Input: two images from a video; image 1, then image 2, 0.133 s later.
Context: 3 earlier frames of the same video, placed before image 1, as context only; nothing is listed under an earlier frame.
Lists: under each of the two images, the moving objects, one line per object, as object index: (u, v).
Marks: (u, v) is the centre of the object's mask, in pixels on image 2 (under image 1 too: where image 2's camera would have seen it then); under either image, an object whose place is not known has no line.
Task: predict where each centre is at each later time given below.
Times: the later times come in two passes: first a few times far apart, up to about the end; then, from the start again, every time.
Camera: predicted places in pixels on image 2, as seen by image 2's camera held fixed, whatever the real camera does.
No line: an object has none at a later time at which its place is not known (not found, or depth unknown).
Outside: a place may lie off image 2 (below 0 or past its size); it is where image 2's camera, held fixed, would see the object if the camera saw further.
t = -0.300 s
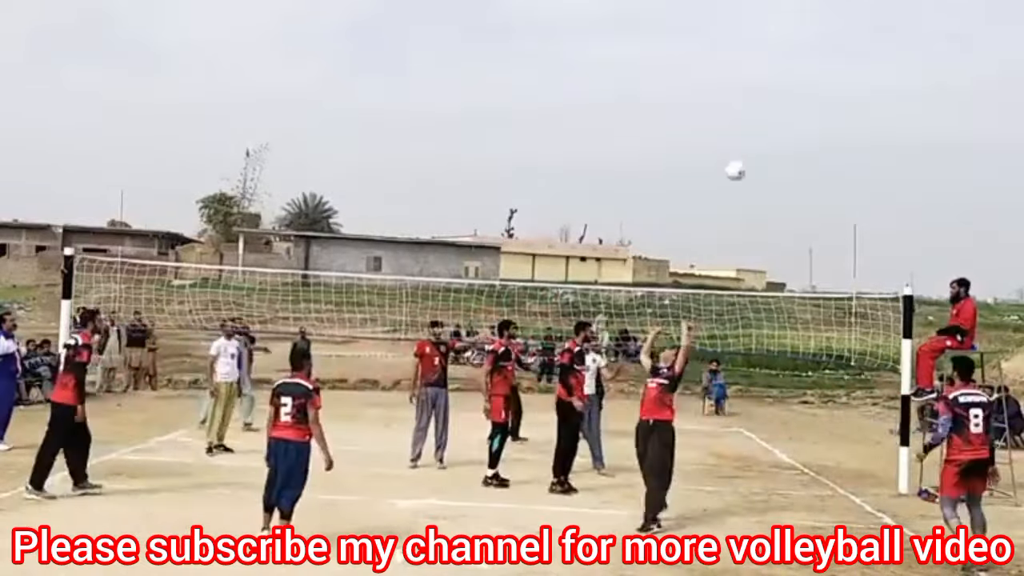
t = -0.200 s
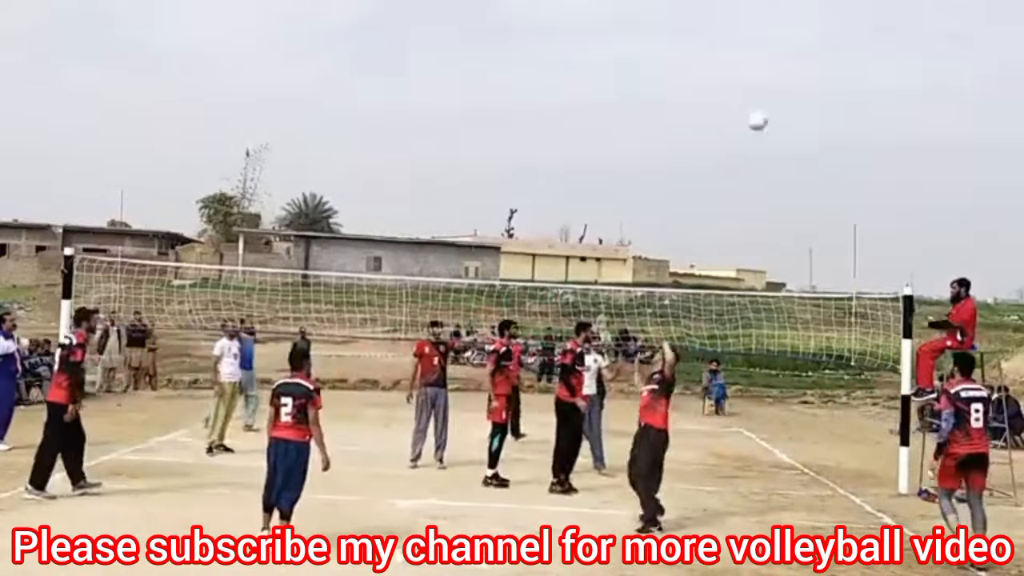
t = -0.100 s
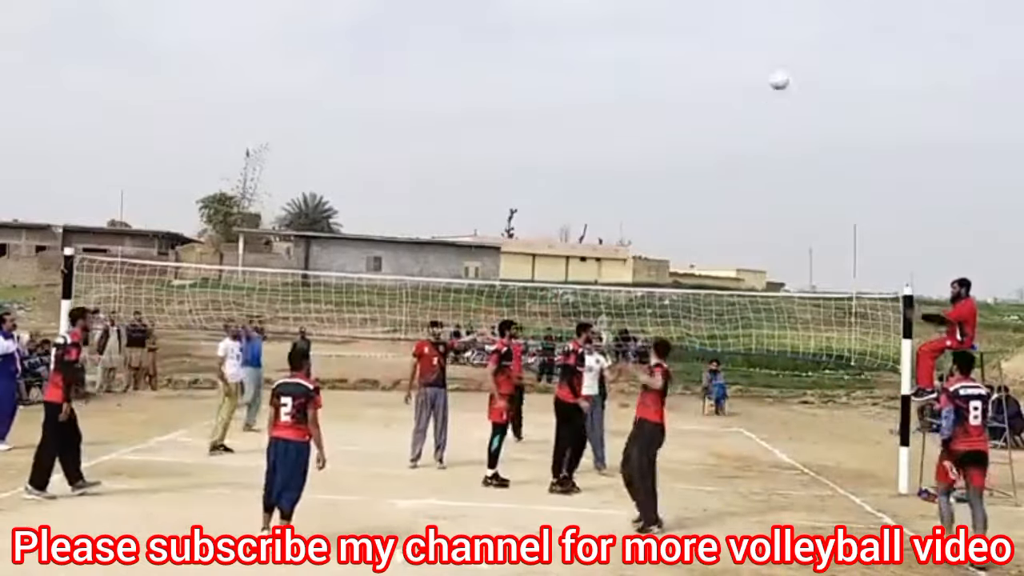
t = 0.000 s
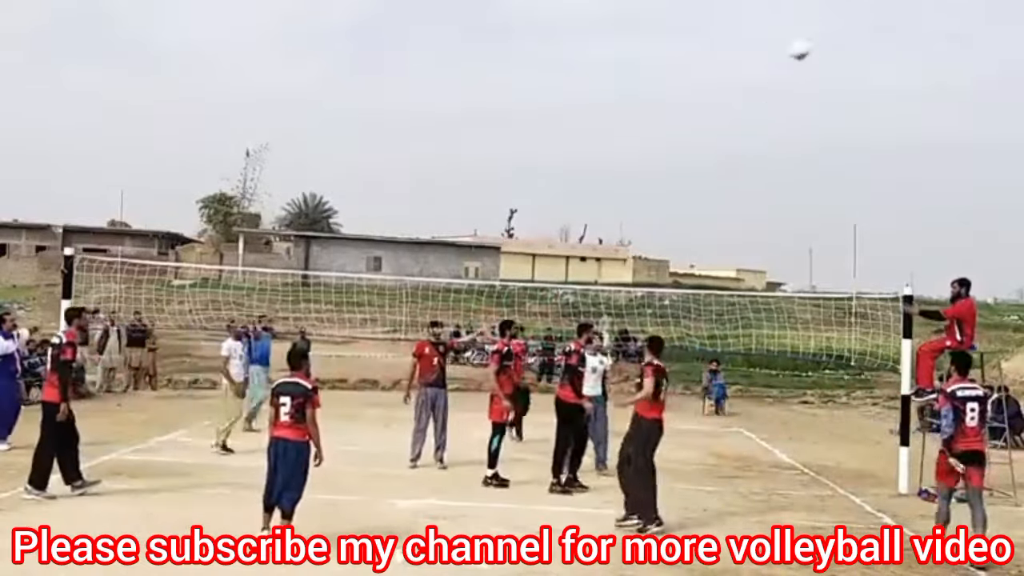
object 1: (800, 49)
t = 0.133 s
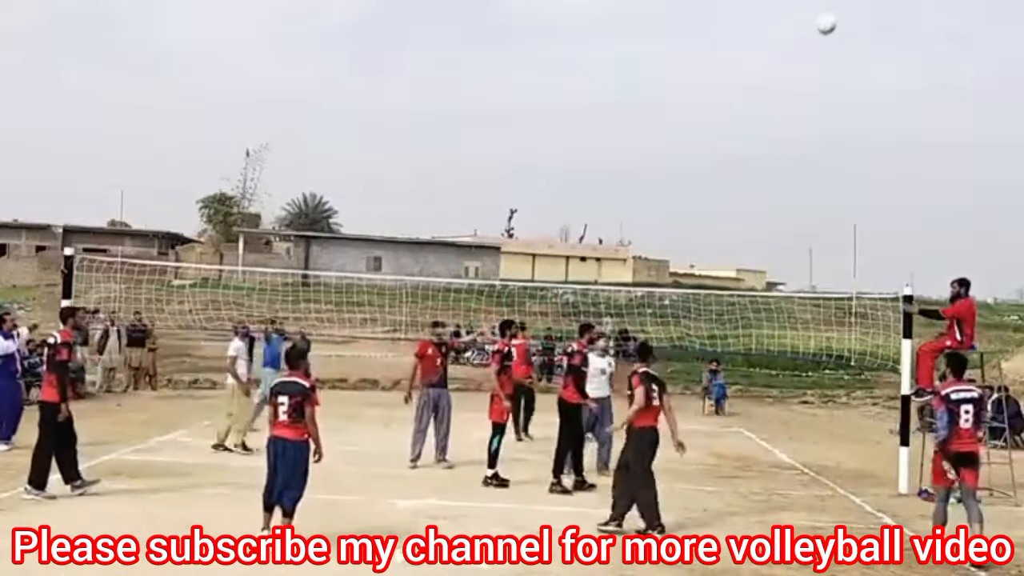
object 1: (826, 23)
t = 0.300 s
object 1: (857, 16)
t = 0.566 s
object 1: (903, 60)
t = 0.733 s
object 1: (931, 121)
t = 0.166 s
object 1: (832, 20)
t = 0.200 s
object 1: (839, 17)
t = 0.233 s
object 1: (845, 15)
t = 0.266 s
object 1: (851, 16)
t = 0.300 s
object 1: (857, 16)
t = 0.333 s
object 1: (863, 19)
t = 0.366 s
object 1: (869, 21)
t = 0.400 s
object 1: (874, 25)
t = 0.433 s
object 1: (880, 29)
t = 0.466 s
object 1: (886, 35)
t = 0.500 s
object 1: (891, 42)
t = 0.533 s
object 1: (898, 50)
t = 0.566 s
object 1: (903, 60)
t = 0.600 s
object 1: (908, 69)
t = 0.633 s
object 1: (915, 79)
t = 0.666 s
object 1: (919, 92)
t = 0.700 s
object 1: (924, 103)
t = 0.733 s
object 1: (931, 121)
